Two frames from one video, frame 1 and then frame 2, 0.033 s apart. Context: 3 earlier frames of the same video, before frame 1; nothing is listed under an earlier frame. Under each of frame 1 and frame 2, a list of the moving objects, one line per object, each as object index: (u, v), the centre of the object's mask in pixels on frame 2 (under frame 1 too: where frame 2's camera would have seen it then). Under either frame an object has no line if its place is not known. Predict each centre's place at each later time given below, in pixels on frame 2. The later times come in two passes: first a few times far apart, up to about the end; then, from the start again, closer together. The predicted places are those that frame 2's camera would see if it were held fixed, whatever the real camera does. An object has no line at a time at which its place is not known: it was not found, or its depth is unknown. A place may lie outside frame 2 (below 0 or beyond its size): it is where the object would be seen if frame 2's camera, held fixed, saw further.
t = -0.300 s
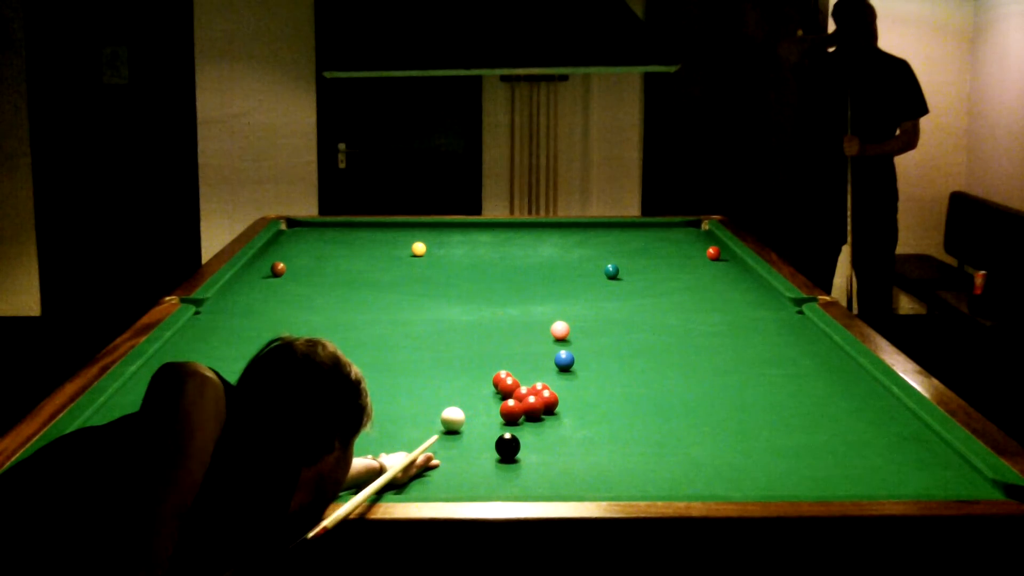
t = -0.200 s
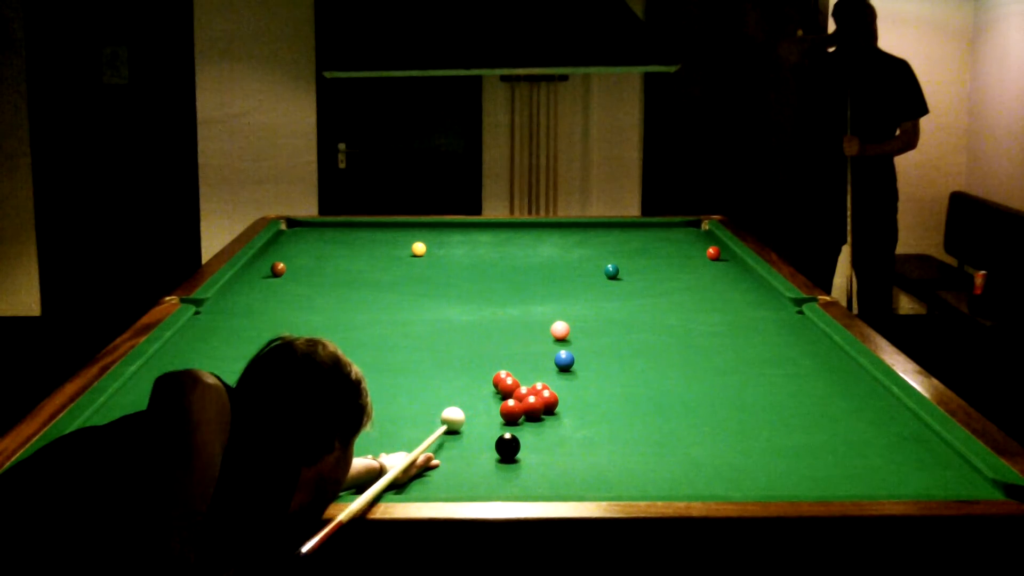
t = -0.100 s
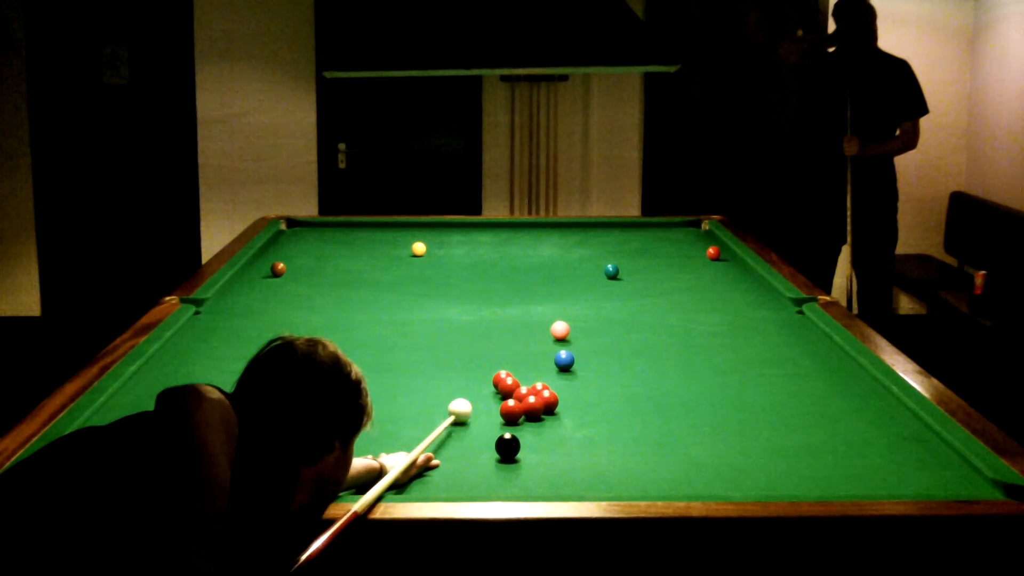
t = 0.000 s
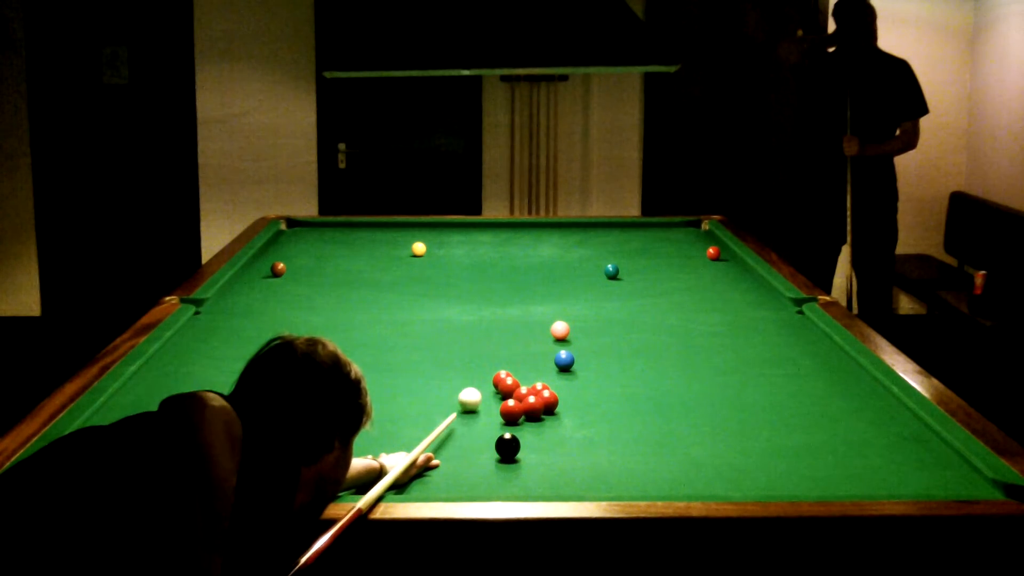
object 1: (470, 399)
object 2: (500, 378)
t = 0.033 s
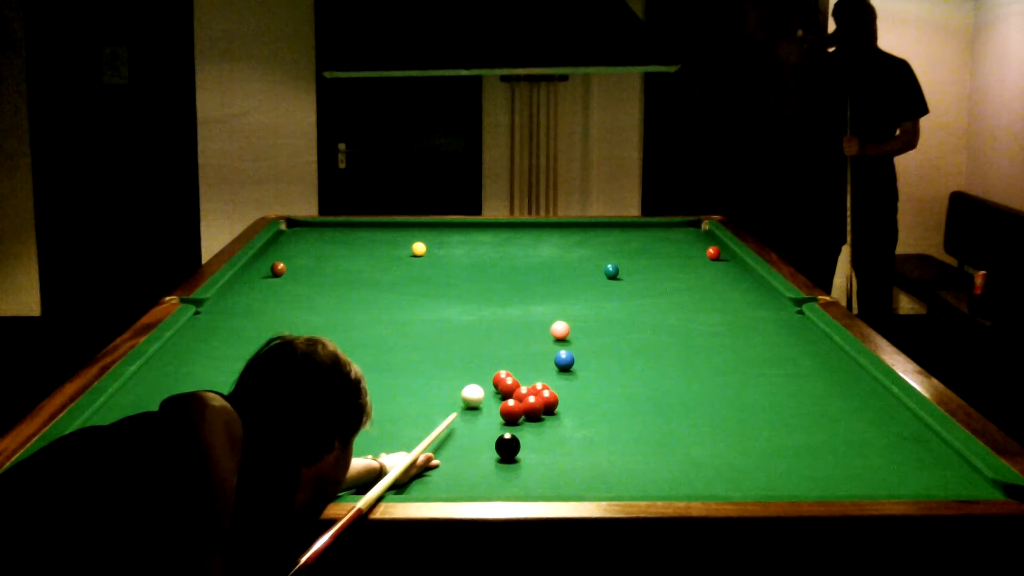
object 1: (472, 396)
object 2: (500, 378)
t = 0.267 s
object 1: (475, 377)
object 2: (520, 376)
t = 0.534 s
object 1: (459, 359)
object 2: (552, 375)
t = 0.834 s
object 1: (444, 343)
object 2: (585, 370)
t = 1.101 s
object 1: (432, 330)
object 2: (611, 367)
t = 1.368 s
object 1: (422, 319)
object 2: (634, 363)
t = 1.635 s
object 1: (412, 309)
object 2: (655, 360)
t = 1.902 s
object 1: (404, 300)
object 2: (673, 358)
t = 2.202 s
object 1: (396, 291)
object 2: (691, 355)
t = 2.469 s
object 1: (389, 284)
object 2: (705, 353)
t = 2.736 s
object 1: (384, 278)
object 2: (716, 351)
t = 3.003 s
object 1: (379, 272)
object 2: (725, 350)
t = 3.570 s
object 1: (371, 263)
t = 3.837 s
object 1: (368, 259)
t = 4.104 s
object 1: (365, 255)
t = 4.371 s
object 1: (363, 252)
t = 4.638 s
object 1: (361, 249)
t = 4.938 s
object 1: (359, 247)
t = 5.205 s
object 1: (358, 245)
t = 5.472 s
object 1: (356, 244)
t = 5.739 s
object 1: (355, 242)
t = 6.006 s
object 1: (354, 241)
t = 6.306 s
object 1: (353, 241)
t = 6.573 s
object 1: (352, 240)
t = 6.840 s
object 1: (352, 240)
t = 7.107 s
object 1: (352, 240)
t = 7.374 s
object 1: (352, 240)
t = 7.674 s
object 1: (352, 240)
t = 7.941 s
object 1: (353, 240)
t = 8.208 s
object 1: (353, 240)
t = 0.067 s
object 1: (475, 393)
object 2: (500, 378)
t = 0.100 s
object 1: (478, 389)
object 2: (500, 378)
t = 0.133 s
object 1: (481, 386)
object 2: (500, 378)
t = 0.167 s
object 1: (483, 383)
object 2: (501, 377)
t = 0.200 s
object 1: (480, 381)
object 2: (509, 375)
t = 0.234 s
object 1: (477, 378)
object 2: (516, 375)
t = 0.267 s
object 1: (475, 377)
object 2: (520, 376)
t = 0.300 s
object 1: (473, 374)
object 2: (524, 376)
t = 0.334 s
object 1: (471, 372)
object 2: (527, 376)
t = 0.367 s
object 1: (469, 369)
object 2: (531, 376)
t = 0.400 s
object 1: (467, 367)
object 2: (535, 375)
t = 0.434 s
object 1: (465, 365)
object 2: (540, 375)
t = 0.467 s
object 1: (463, 363)
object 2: (544, 374)
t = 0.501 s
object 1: (461, 361)
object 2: (548, 375)
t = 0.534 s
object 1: (459, 359)
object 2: (552, 375)
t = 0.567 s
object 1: (457, 357)
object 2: (556, 374)
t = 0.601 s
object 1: (455, 355)
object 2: (559, 374)
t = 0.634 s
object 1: (453, 354)
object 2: (563, 374)
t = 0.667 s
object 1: (452, 352)
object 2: (567, 373)
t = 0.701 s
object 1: (450, 350)
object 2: (570, 372)
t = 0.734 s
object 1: (448, 348)
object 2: (574, 372)
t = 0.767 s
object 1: (447, 346)
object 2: (578, 371)
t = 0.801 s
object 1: (445, 344)
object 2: (582, 371)
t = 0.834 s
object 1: (444, 343)
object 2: (585, 370)
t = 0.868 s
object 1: (442, 341)
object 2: (588, 370)
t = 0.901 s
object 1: (441, 339)
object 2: (592, 369)
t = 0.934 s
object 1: (439, 338)
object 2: (595, 369)
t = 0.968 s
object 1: (437, 336)
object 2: (598, 369)
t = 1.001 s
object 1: (436, 335)
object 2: (601, 368)
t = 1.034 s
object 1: (435, 333)
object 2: (605, 367)
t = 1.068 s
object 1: (433, 331)
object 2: (608, 367)
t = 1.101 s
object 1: (432, 330)
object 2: (611, 367)
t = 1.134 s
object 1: (430, 328)
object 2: (614, 366)
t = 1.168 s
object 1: (429, 327)
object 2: (617, 366)
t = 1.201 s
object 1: (428, 325)
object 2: (620, 365)
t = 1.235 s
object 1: (426, 324)
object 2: (623, 365)
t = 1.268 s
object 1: (425, 322)
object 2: (626, 364)
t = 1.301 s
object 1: (424, 321)
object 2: (629, 364)
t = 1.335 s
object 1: (423, 320)
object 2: (632, 364)
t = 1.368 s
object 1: (422, 319)
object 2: (634, 363)
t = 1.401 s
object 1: (420, 317)
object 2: (637, 363)
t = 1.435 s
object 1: (419, 316)
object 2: (640, 362)
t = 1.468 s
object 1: (418, 315)
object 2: (642, 362)
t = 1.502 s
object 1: (416, 313)
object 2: (645, 361)
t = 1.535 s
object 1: (415, 312)
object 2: (647, 361)
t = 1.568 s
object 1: (414, 311)
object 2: (650, 361)
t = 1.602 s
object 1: (413, 310)
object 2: (652, 360)
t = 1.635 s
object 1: (412, 309)
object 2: (655, 360)
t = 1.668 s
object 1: (411, 308)
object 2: (657, 360)
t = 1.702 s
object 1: (410, 306)
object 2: (660, 360)
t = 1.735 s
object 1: (409, 305)
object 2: (662, 359)
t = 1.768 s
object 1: (408, 304)
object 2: (664, 359)
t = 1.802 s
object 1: (407, 303)
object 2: (667, 358)
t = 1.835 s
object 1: (406, 302)
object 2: (669, 358)
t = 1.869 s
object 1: (405, 301)
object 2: (671, 358)
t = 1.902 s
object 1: (404, 300)
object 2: (673, 358)
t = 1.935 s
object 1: (403, 299)
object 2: (676, 357)
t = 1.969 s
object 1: (402, 298)
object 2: (678, 357)
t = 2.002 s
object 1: (401, 297)
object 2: (680, 356)
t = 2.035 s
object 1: (400, 296)
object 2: (682, 356)
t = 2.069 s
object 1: (399, 295)
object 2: (684, 356)
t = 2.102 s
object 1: (398, 294)
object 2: (686, 356)
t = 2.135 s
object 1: (397, 293)
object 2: (687, 355)
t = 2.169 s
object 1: (396, 292)
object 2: (689, 355)
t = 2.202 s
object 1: (396, 291)
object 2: (691, 355)
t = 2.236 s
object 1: (395, 290)
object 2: (693, 355)
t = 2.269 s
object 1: (394, 289)
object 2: (695, 354)
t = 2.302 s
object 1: (393, 288)
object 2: (697, 354)
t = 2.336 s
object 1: (392, 287)
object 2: (698, 354)
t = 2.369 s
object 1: (392, 286)
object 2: (700, 354)
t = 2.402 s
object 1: (391, 286)
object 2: (701, 353)
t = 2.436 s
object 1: (390, 285)
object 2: (703, 353)
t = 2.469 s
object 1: (389, 284)
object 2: (705, 353)
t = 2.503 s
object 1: (389, 283)
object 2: (706, 353)
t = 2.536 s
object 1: (388, 282)
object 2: (708, 352)
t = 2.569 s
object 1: (387, 282)
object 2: (709, 352)
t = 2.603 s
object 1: (387, 281)
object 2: (710, 352)
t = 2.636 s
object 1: (386, 280)
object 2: (712, 352)
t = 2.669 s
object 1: (385, 279)
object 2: (713, 351)
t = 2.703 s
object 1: (384, 278)
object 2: (714, 351)
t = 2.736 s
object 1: (384, 278)
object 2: (716, 351)
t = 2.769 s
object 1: (383, 277)
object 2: (717, 351)
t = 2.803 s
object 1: (383, 276)
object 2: (718, 351)
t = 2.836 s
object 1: (382, 275)
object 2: (719, 351)
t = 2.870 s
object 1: (381, 275)
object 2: (721, 350)
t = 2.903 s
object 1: (381, 274)
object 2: (722, 350)
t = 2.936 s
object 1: (380, 273)
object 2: (723, 350)
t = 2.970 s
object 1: (380, 273)
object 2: (724, 350)
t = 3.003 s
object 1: (379, 272)
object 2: (725, 350)
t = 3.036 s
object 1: (380, 270)
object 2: (726, 350)
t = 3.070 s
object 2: (726, 349)
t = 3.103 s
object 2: (727, 349)
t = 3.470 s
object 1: (368, 264)
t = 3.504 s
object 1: (372, 264)
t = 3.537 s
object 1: (371, 263)
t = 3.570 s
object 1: (371, 263)
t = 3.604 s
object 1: (370, 262)
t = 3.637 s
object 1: (370, 262)
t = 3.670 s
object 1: (370, 261)
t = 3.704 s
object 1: (369, 261)
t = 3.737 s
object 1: (369, 260)
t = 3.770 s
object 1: (369, 260)
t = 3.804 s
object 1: (368, 259)
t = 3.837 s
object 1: (368, 259)
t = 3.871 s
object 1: (368, 259)
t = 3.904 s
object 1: (367, 258)
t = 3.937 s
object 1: (367, 258)
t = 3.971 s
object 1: (367, 257)
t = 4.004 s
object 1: (367, 256)
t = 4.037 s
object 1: (366, 256)
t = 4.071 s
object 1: (366, 256)
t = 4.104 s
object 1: (365, 255)
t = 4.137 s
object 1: (365, 255)
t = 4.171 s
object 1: (365, 255)
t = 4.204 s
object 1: (365, 254)
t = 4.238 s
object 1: (365, 254)
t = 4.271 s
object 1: (364, 253)
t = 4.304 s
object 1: (364, 253)
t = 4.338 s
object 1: (364, 252)
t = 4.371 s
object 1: (363, 252)
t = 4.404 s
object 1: (363, 252)
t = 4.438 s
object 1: (363, 251)
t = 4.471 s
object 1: (363, 251)
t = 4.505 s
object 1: (362, 251)
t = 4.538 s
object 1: (362, 250)
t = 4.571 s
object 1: (362, 250)
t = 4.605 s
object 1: (362, 250)
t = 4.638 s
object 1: (361, 249)
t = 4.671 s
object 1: (361, 249)
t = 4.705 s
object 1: (361, 249)
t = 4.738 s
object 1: (361, 248)
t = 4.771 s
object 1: (361, 248)
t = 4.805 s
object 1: (360, 248)
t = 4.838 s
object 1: (360, 248)
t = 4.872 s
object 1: (360, 247)
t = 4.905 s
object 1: (360, 247)
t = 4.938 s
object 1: (359, 247)
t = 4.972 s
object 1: (359, 247)
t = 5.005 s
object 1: (359, 246)
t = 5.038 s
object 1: (359, 246)
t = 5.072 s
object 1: (359, 246)
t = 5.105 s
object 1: (358, 246)
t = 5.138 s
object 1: (358, 245)
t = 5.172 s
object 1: (358, 245)
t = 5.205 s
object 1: (358, 245)
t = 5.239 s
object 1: (358, 245)
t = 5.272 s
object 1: (357, 245)
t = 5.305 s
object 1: (357, 244)
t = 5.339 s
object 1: (357, 244)
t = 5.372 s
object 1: (356, 244)
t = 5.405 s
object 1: (357, 244)
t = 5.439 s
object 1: (356, 244)
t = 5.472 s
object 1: (356, 244)
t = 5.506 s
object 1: (356, 243)
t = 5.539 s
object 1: (356, 243)
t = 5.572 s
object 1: (356, 243)
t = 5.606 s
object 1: (356, 243)
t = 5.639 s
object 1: (356, 243)
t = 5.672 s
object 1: (355, 242)
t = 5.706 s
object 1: (355, 242)
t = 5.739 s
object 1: (355, 242)
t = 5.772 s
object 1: (355, 242)
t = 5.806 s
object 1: (355, 242)
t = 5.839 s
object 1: (355, 242)
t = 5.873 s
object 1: (354, 242)
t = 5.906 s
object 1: (354, 242)
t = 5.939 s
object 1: (354, 242)
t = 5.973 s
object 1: (354, 242)
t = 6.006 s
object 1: (354, 241)
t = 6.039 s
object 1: (354, 241)
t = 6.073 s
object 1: (354, 241)
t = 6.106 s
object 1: (353, 241)
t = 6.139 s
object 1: (353, 241)
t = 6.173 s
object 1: (353, 241)
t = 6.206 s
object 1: (353, 241)
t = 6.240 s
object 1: (353, 241)
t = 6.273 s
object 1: (353, 241)
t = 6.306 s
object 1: (353, 241)
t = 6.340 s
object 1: (353, 241)
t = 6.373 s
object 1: (352, 240)
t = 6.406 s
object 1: (352, 240)
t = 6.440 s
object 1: (352, 240)
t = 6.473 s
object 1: (352, 240)
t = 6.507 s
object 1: (352, 240)
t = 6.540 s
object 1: (352, 240)
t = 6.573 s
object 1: (352, 240)
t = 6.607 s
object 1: (352, 240)
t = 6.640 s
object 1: (352, 240)
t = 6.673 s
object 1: (352, 240)
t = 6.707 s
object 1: (352, 240)
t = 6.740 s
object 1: (352, 240)
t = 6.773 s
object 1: (352, 240)
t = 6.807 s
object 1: (352, 240)
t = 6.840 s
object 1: (352, 240)
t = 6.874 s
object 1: (352, 240)
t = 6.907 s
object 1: (352, 240)
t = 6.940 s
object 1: (352, 240)
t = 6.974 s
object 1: (352, 240)
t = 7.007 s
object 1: (352, 240)
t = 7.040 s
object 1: (352, 240)
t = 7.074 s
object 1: (352, 240)
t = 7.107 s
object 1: (352, 240)
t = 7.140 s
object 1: (352, 240)
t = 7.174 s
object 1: (352, 240)
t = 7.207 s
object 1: (352, 240)
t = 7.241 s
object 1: (352, 240)
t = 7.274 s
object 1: (352, 240)
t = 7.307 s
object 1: (352, 240)
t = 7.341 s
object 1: (352, 240)
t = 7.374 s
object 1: (352, 240)
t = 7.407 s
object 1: (352, 240)
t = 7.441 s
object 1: (352, 240)
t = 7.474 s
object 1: (352, 240)
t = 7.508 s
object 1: (352, 240)
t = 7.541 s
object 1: (352, 240)
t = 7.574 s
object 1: (352, 240)
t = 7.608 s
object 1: (352, 240)
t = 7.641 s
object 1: (352, 240)
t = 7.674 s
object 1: (352, 240)
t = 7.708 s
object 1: (352, 240)
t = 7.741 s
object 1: (352, 240)
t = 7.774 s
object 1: (352, 240)
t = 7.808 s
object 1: (352, 240)
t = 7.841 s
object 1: (352, 240)
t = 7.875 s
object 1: (353, 240)
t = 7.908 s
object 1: (352, 240)
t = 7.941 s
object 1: (353, 240)
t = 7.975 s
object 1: (353, 240)
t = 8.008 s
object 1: (352, 240)
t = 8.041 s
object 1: (352, 240)
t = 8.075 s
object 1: (352, 240)
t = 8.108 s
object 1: (353, 240)
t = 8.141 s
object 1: (353, 240)
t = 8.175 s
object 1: (352, 240)
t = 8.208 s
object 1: (353, 240)
